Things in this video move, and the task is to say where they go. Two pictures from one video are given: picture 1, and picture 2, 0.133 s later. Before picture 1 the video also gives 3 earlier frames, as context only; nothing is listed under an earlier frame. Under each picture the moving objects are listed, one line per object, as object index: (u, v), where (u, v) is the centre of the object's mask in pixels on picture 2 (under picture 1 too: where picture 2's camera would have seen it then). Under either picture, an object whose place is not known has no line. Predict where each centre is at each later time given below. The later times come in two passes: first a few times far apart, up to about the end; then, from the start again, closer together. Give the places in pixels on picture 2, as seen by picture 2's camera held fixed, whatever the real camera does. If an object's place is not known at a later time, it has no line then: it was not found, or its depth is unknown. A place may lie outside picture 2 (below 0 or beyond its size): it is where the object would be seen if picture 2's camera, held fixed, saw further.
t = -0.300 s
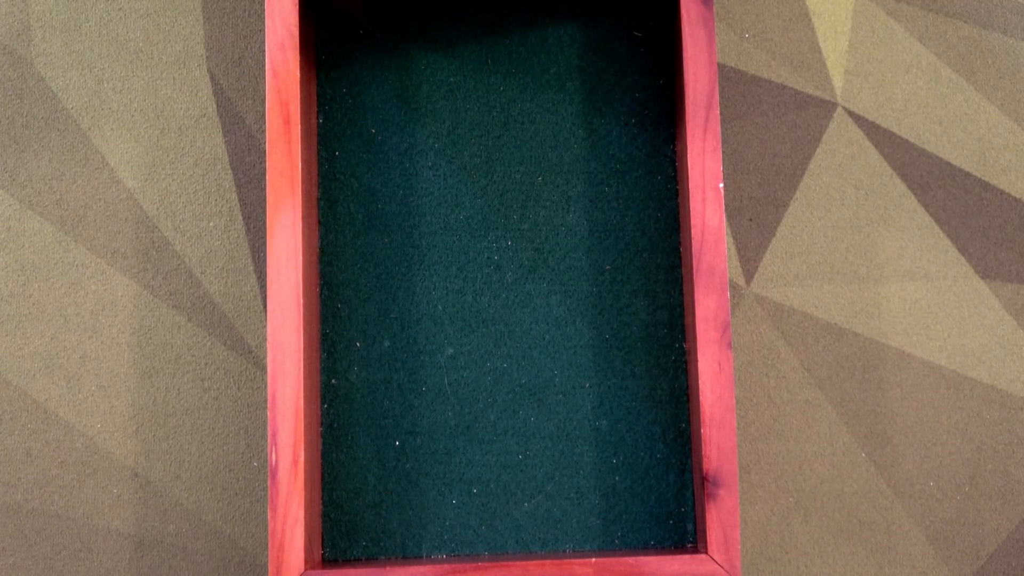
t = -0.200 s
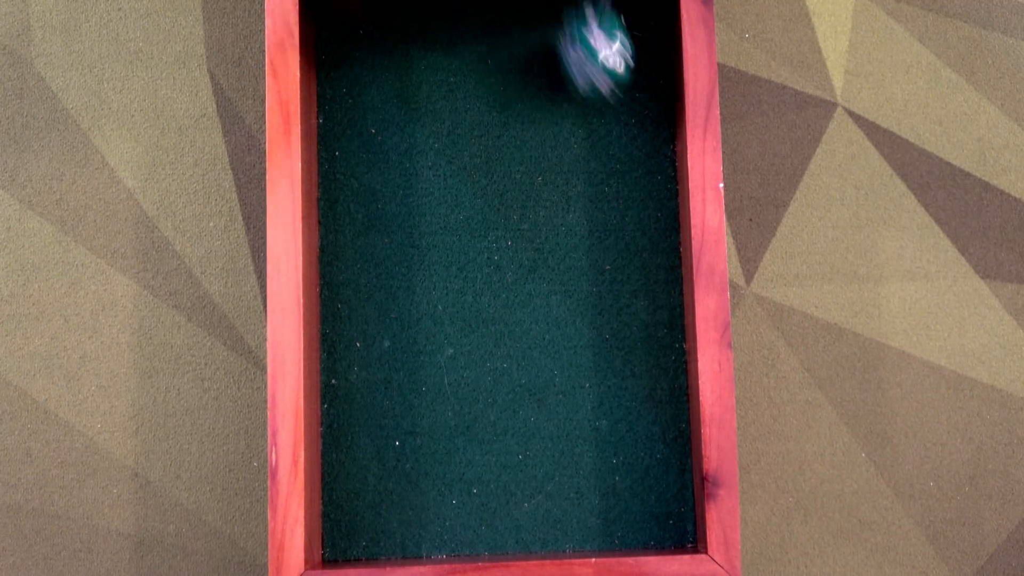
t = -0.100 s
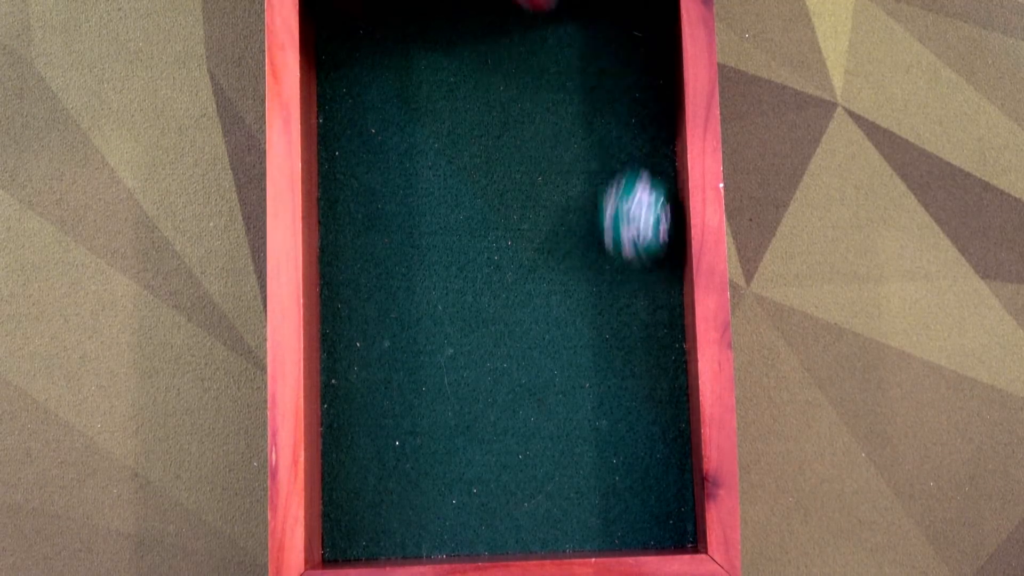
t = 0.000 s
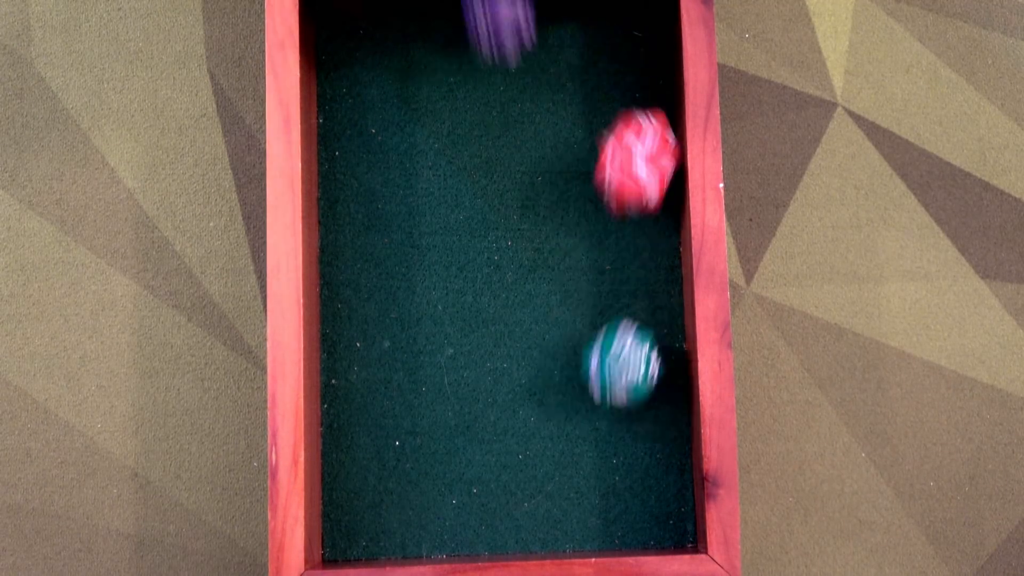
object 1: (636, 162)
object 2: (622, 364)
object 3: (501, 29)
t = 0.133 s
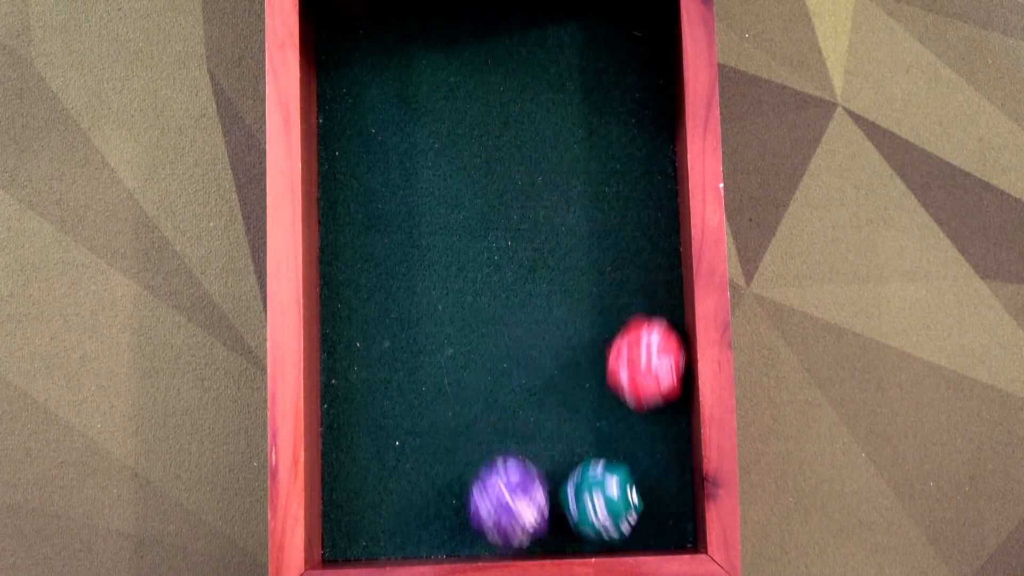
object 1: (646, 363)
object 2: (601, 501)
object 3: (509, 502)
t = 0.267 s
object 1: (651, 455)
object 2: (566, 510)
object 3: (447, 247)
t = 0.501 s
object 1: (648, 458)
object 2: (562, 515)
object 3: (376, 60)
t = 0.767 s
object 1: (648, 457)
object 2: (562, 514)
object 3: (382, 70)
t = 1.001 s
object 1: (648, 458)
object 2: (562, 514)
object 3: (382, 71)
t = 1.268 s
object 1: (648, 458)
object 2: (562, 514)
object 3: (382, 71)
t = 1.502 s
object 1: (648, 458)
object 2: (562, 514)
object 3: (382, 70)
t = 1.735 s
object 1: (648, 457)
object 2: (562, 514)
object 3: (382, 71)
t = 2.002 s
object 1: (648, 457)
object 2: (562, 514)
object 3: (382, 71)
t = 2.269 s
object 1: (648, 458)
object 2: (562, 514)
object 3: (382, 71)
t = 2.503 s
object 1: (648, 457)
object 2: (562, 514)
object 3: (382, 70)
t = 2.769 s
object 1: (648, 457)
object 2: (562, 514)
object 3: (382, 71)
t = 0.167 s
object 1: (641, 404)
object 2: (600, 511)
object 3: (497, 425)
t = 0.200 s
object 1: (640, 435)
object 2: (591, 507)
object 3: (481, 358)
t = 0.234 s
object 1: (650, 445)
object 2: (575, 508)
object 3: (464, 299)
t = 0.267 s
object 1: (651, 455)
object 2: (566, 510)
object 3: (447, 247)
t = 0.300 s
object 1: (649, 459)
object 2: (563, 513)
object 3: (432, 198)
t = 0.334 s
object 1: (647, 458)
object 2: (561, 514)
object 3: (418, 155)
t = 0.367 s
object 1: (648, 458)
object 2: (562, 514)
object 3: (404, 111)
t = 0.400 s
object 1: (648, 458)
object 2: (562, 514)
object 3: (390, 69)
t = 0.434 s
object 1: (648, 458)
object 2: (562, 514)
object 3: (378, 41)
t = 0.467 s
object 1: (648, 458)
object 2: (562, 514)
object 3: (377, 54)
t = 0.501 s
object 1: (648, 458)
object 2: (562, 515)
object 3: (376, 60)
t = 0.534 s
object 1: (648, 458)
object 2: (562, 515)
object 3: (379, 63)
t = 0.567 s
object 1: (648, 458)
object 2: (562, 515)
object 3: (383, 64)
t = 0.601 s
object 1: (648, 458)
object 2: (562, 514)
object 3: (385, 68)
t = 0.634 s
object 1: (648, 457)
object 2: (562, 514)
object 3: (384, 71)
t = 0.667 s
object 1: (648, 457)
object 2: (562, 514)
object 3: (382, 71)
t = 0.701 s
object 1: (648, 457)
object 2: (562, 514)
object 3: (382, 70)
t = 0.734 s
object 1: (648, 458)
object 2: (562, 514)
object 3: (382, 71)
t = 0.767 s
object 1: (648, 457)
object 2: (562, 514)
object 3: (382, 70)
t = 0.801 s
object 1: (648, 458)
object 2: (562, 514)
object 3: (382, 71)
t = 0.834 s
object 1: (648, 457)
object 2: (562, 514)
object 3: (382, 71)
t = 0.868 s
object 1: (648, 458)
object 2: (562, 514)
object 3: (382, 71)
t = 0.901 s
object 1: (648, 458)
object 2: (562, 514)
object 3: (382, 71)
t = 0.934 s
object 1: (648, 458)
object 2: (562, 514)
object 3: (382, 71)
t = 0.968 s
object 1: (648, 458)
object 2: (562, 514)
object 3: (382, 71)
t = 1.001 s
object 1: (648, 458)
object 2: (562, 514)
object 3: (382, 71)
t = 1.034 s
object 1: (648, 458)
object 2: (562, 514)
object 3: (382, 71)
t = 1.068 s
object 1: (648, 458)
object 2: (562, 514)
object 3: (382, 71)
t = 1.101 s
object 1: (648, 457)
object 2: (562, 514)
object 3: (382, 70)
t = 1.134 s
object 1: (648, 458)
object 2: (562, 514)
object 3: (382, 71)
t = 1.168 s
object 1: (648, 458)
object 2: (562, 514)
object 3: (382, 71)
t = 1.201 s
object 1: (648, 458)
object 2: (562, 514)
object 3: (382, 71)
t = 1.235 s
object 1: (648, 458)
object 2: (562, 514)
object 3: (382, 71)
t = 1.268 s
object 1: (648, 458)
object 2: (562, 514)
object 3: (382, 71)
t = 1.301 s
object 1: (648, 457)
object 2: (562, 514)
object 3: (382, 70)
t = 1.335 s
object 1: (648, 457)
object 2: (562, 514)
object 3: (382, 70)
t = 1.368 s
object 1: (648, 458)
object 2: (562, 514)
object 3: (382, 70)
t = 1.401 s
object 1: (648, 458)
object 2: (562, 514)
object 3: (382, 70)
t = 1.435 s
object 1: (648, 458)
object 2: (562, 514)
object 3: (382, 70)
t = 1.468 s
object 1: (648, 458)
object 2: (562, 514)
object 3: (382, 70)
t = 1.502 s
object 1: (648, 458)
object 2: (562, 514)
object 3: (382, 70)
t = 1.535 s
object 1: (648, 457)
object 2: (562, 514)
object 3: (382, 70)
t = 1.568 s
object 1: (648, 458)
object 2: (562, 514)
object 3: (382, 71)
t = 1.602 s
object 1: (648, 458)
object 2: (562, 514)
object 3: (382, 70)
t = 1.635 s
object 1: (648, 458)
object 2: (562, 514)
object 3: (382, 70)
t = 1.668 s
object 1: (648, 458)
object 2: (562, 514)
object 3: (382, 70)
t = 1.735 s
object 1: (648, 457)
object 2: (562, 514)
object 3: (382, 71)
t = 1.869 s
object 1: (648, 457)
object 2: (562, 514)
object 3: (382, 71)
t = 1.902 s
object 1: (648, 457)
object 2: (562, 514)
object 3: (382, 71)
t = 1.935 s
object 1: (648, 457)
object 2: (562, 514)
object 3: (382, 71)
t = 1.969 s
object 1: (648, 458)
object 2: (562, 514)
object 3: (382, 71)
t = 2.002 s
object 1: (648, 457)
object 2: (562, 514)
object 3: (382, 71)
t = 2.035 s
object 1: (648, 457)
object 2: (562, 514)
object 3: (382, 71)
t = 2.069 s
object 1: (648, 457)
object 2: (562, 514)
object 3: (382, 71)
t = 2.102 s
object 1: (648, 457)
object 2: (562, 514)
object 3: (382, 71)
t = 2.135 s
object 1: (648, 457)
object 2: (562, 514)
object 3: (382, 71)
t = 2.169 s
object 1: (648, 458)
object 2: (562, 514)
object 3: (382, 71)
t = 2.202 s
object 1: (648, 458)
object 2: (562, 514)
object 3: (382, 71)
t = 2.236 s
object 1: (648, 458)
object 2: (562, 514)
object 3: (382, 71)
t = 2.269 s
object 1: (648, 458)
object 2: (562, 514)
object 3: (382, 71)
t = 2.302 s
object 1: (648, 457)
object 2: (562, 514)
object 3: (382, 71)
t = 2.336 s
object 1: (648, 457)
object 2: (562, 514)
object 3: (382, 70)
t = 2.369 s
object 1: (648, 458)
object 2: (562, 514)
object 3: (382, 71)
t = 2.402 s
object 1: (648, 458)
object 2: (562, 514)
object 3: (382, 71)
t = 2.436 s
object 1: (648, 457)
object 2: (562, 514)
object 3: (382, 71)
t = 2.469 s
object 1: (648, 457)
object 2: (562, 514)
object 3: (382, 71)
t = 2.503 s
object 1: (648, 457)
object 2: (562, 514)
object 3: (382, 70)
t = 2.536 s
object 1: (648, 457)
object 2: (562, 514)
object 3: (382, 71)
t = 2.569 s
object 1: (648, 458)
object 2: (562, 514)
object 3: (382, 71)
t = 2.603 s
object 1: (648, 458)
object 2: (562, 514)
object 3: (382, 71)
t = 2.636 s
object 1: (648, 457)
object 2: (562, 514)
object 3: (382, 71)
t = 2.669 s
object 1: (648, 457)
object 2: (562, 514)
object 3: (382, 71)
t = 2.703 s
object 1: (648, 457)
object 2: (562, 514)
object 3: (382, 71)
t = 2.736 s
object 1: (648, 457)
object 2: (562, 514)
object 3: (382, 71)
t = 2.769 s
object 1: (648, 457)
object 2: (562, 514)
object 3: (382, 71)
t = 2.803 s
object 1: (648, 457)
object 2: (562, 514)
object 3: (382, 70)
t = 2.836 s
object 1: (648, 457)
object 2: (562, 514)
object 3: (382, 70)
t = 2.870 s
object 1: (648, 457)
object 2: (562, 514)
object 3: (382, 71)
